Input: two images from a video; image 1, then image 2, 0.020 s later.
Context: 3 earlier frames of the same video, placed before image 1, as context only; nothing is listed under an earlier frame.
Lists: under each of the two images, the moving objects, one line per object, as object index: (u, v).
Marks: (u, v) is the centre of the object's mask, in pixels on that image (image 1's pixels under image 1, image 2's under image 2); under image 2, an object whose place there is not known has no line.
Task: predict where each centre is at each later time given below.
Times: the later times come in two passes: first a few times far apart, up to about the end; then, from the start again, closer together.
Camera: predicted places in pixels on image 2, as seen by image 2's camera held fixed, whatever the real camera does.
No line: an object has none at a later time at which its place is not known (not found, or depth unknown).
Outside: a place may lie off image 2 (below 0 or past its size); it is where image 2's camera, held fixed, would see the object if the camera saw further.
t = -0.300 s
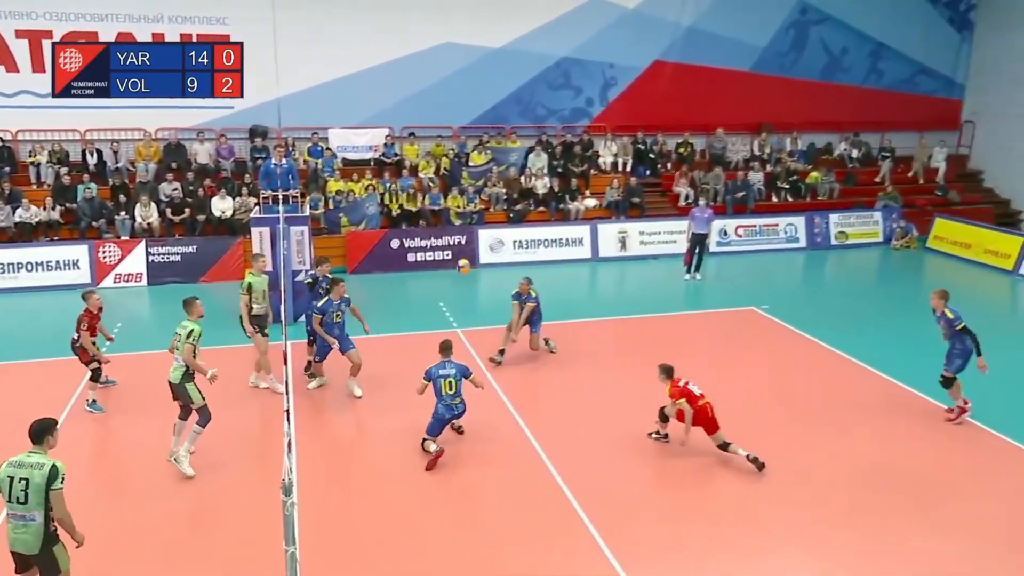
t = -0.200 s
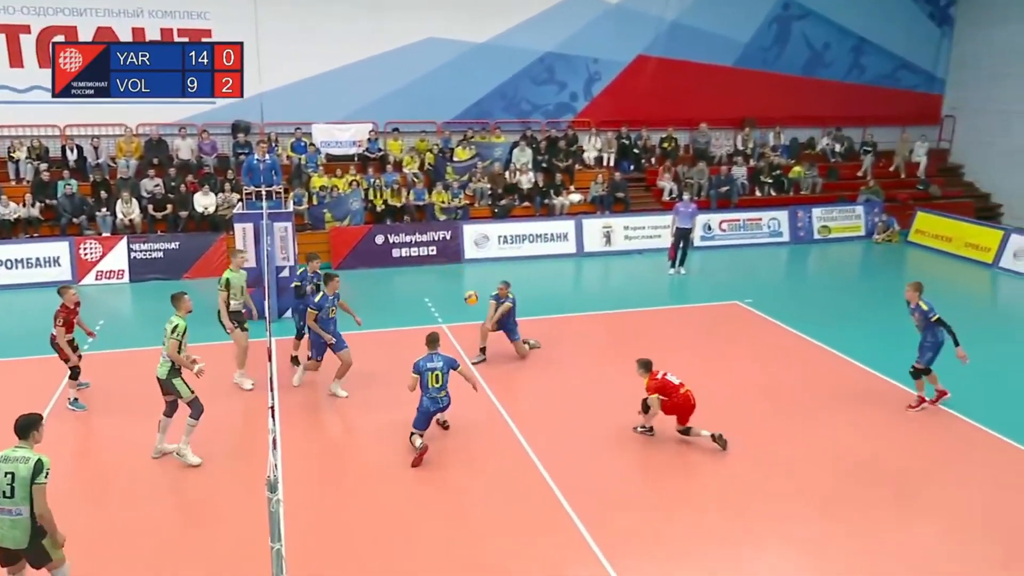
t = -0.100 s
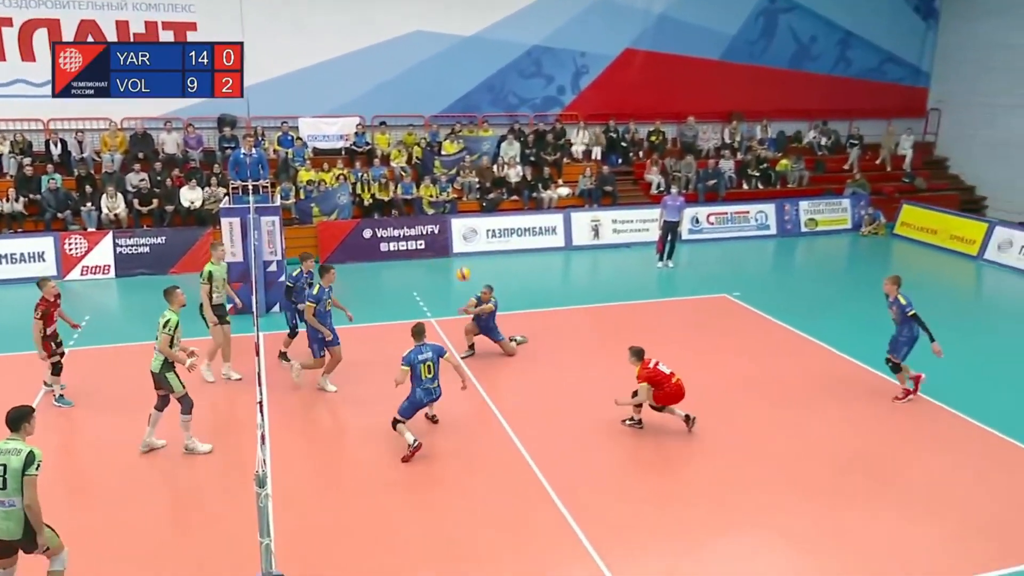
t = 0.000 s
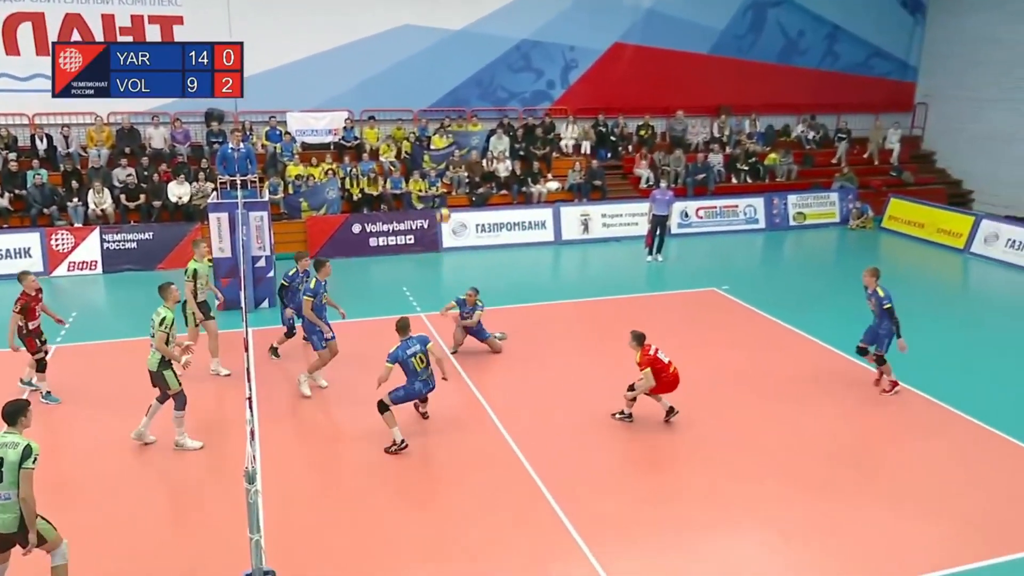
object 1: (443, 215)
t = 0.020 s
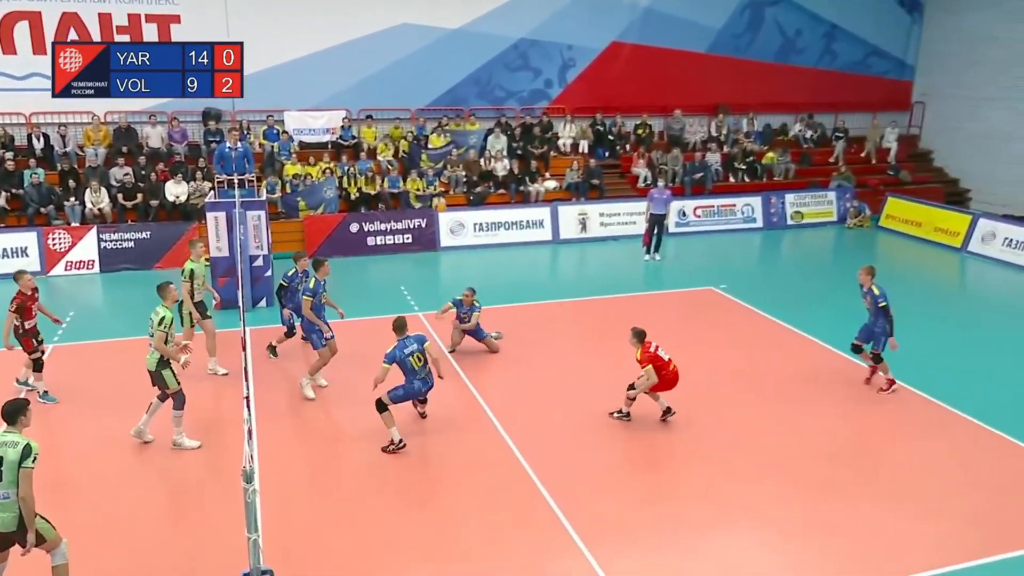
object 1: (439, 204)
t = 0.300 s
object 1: (414, 85)
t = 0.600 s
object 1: (388, 13)
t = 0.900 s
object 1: (364, 8)
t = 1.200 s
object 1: (344, 71)
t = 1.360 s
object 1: (335, 130)
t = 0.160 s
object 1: (425, 138)
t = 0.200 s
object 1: (423, 123)
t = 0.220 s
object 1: (420, 116)
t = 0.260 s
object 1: (418, 100)
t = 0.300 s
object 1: (414, 85)
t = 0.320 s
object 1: (412, 79)
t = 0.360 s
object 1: (409, 66)
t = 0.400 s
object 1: (405, 55)
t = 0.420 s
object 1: (404, 49)
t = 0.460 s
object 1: (400, 39)
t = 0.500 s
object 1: (396, 31)
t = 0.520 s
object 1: (394, 26)
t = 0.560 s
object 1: (392, 19)
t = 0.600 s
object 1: (388, 13)
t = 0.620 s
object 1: (386, 10)
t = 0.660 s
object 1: (383, 7)
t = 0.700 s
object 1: (379, 4)
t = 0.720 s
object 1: (378, 2)
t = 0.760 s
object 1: (375, 2)
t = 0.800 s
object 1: (372, 1)
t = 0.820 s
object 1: (370, 2)
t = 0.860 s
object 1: (367, 4)
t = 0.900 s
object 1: (364, 8)
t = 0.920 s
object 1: (363, 10)
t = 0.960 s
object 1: (360, 15)
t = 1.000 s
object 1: (357, 21)
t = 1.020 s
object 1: (356, 25)
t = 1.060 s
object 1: (353, 34)
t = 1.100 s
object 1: (350, 43)
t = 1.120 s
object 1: (349, 48)
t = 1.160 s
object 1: (346, 59)
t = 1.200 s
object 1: (344, 71)
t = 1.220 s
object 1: (343, 78)
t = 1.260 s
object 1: (340, 93)
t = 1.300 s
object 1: (339, 107)
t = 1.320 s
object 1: (338, 115)
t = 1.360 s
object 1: (335, 130)
